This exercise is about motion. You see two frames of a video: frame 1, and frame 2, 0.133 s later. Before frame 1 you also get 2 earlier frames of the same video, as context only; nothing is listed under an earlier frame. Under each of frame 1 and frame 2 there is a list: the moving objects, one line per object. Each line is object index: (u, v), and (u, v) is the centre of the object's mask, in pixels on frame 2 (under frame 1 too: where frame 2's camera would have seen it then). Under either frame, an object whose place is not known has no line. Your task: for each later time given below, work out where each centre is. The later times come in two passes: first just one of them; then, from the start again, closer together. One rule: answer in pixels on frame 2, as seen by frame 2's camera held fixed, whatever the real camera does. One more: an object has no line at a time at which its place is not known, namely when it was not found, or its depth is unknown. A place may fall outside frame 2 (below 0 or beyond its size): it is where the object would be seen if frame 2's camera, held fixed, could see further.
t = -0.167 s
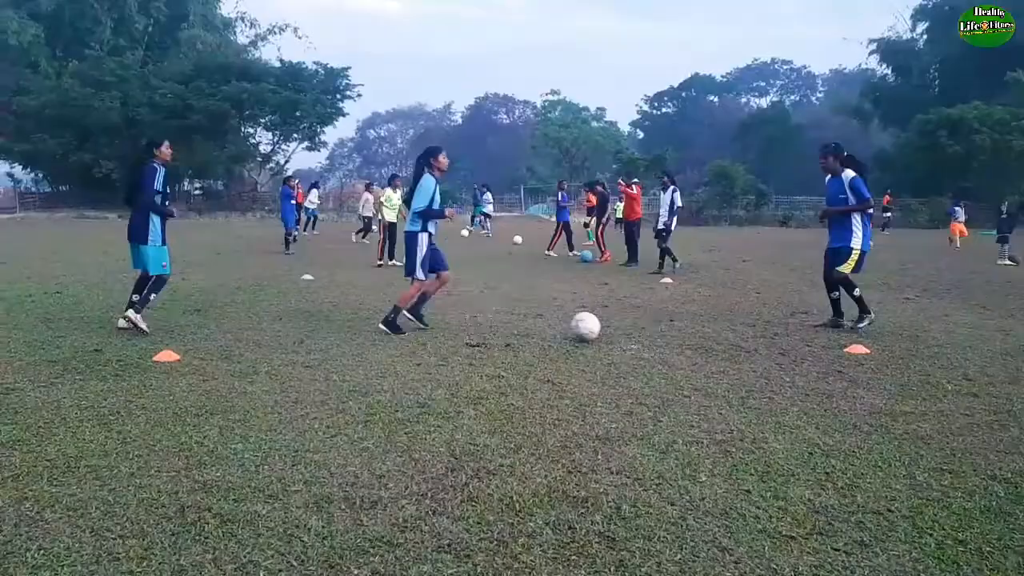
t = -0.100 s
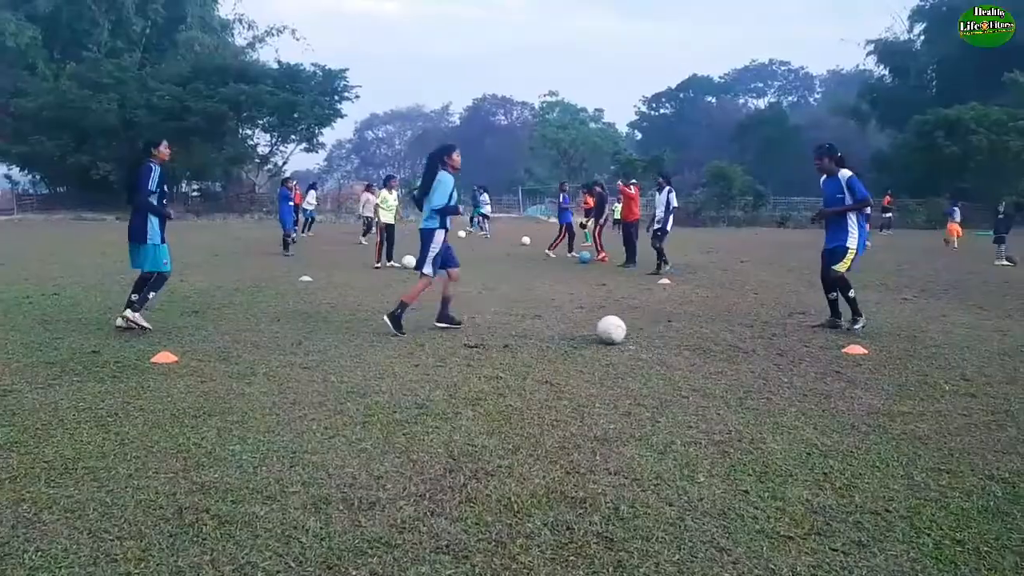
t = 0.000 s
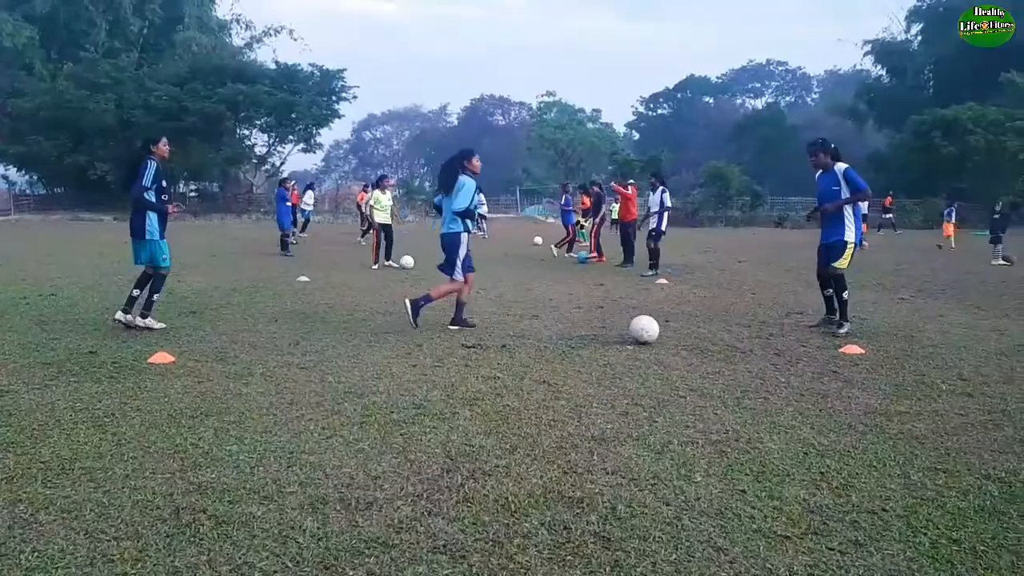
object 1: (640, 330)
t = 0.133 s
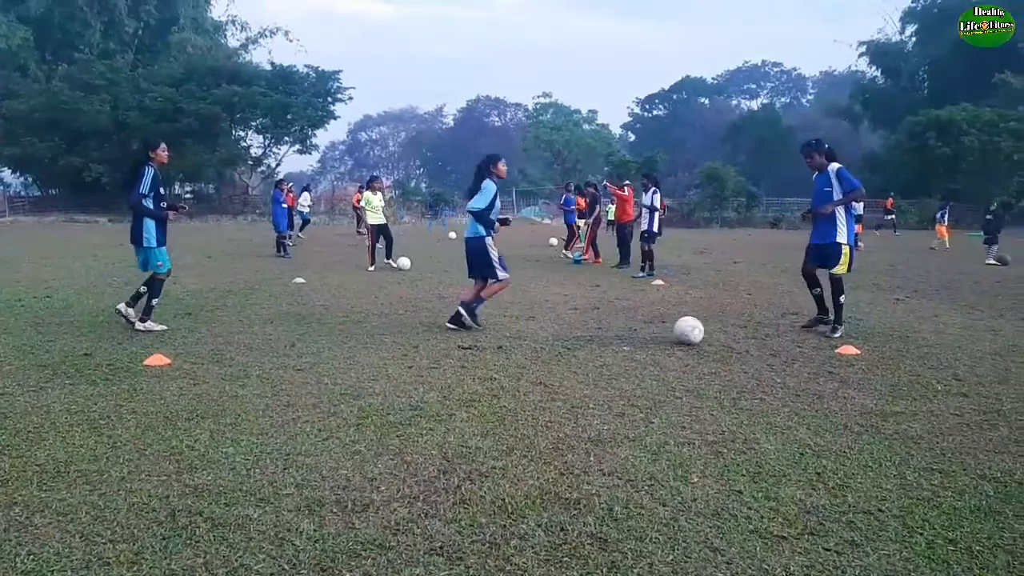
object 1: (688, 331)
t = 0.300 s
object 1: (748, 331)
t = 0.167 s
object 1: (700, 330)
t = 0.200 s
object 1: (712, 330)
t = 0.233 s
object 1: (723, 332)
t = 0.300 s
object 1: (748, 331)
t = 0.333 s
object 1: (759, 332)
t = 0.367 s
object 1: (771, 331)
